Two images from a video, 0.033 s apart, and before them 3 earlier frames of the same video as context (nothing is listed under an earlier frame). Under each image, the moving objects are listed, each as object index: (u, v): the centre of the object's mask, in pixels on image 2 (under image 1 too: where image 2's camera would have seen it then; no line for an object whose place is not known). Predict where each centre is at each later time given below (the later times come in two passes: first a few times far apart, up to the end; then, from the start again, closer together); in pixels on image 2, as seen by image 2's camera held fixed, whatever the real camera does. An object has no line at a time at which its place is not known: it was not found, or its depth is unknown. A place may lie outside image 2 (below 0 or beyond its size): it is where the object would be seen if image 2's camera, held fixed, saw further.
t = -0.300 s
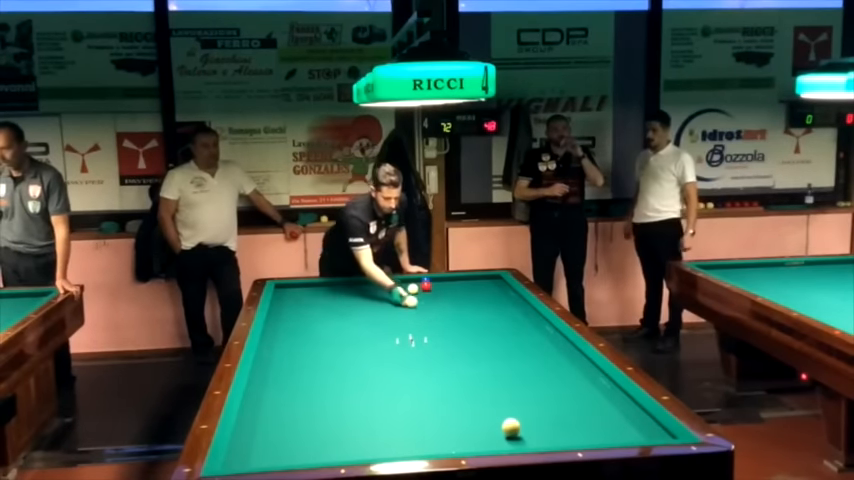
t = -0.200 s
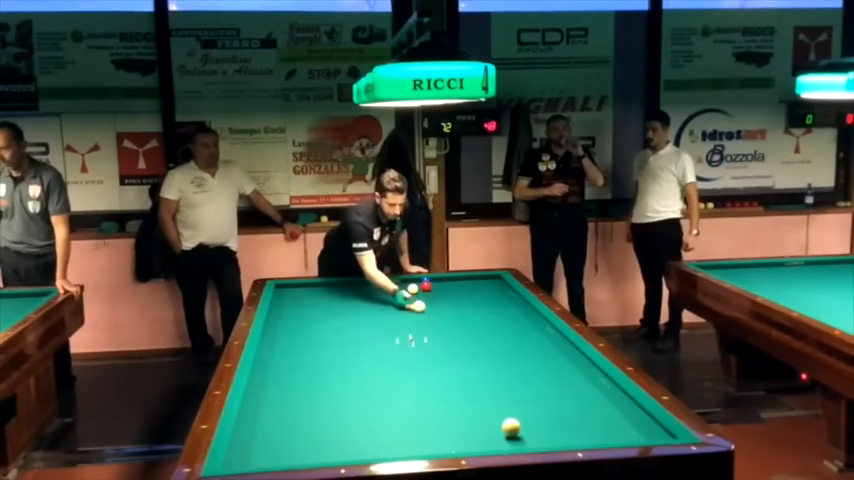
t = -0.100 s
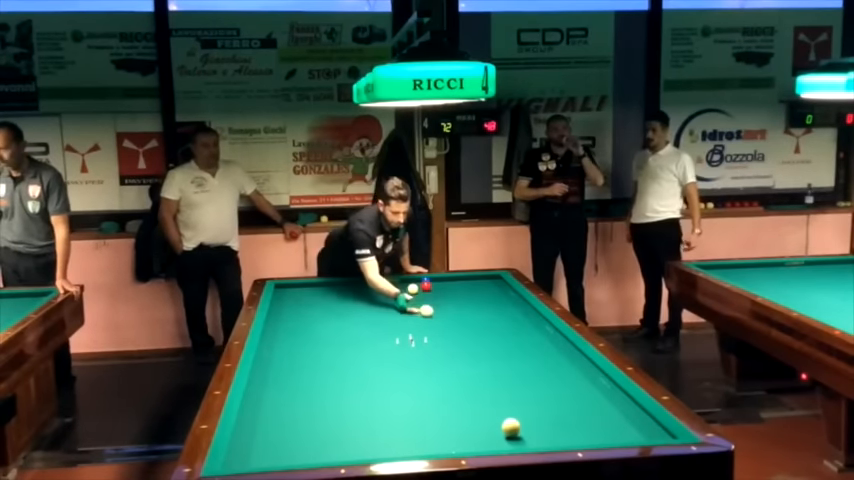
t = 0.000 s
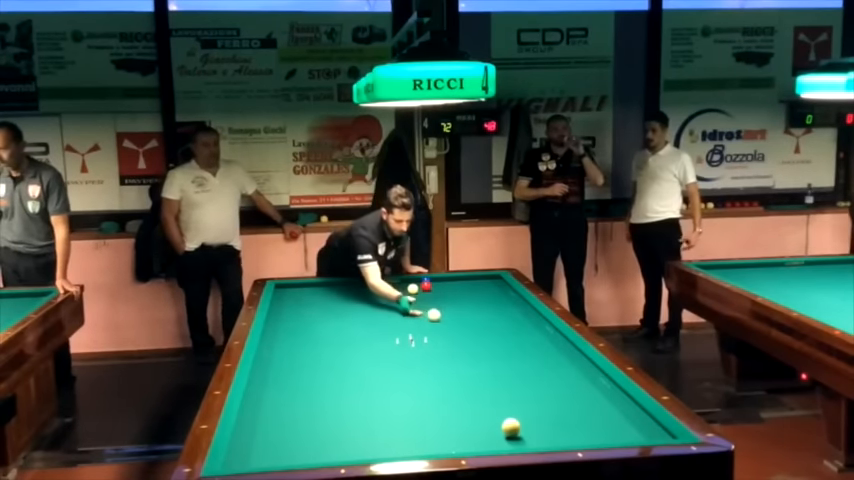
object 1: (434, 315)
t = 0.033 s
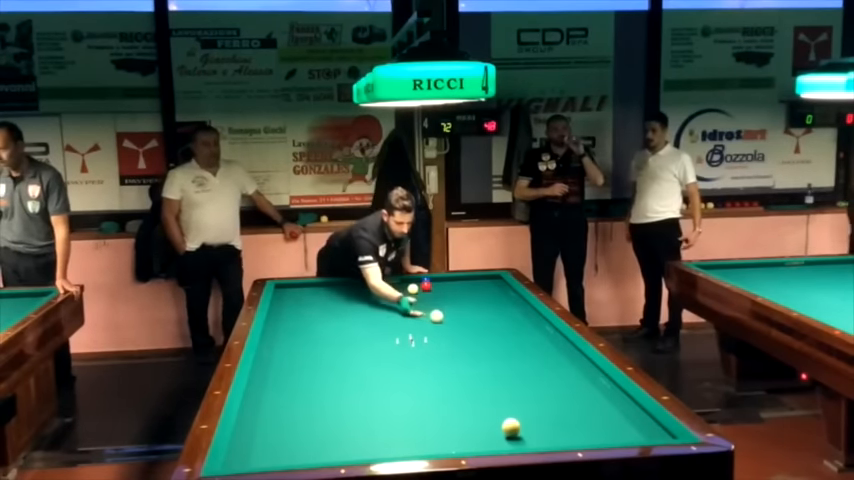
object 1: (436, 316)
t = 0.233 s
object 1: (452, 325)
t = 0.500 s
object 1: (476, 338)
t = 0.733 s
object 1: (499, 351)
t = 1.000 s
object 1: (528, 367)
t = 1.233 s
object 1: (556, 383)
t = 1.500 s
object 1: (594, 404)
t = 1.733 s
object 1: (631, 426)
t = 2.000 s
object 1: (650, 427)
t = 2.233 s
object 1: (638, 414)
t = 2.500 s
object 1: (621, 403)
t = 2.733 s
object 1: (607, 394)
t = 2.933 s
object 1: (596, 387)
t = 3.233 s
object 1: (581, 377)
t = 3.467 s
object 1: (570, 370)
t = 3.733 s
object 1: (558, 362)
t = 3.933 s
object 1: (550, 355)
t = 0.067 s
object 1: (439, 318)
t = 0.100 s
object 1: (442, 319)
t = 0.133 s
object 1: (444, 321)
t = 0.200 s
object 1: (450, 324)
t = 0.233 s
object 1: (452, 325)
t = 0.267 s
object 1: (455, 327)
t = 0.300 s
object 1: (458, 328)
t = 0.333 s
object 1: (461, 330)
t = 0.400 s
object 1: (467, 333)
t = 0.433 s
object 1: (470, 334)
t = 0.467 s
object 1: (473, 336)
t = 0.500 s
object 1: (476, 338)
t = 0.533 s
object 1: (479, 340)
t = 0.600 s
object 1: (485, 343)
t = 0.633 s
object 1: (488, 345)
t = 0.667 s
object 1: (492, 347)
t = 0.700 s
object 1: (495, 349)
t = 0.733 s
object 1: (499, 351)
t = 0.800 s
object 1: (506, 355)
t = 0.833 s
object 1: (509, 356)
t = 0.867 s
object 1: (513, 359)
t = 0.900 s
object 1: (517, 361)
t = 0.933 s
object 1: (520, 363)
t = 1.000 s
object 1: (528, 367)
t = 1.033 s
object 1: (532, 369)
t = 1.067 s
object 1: (536, 371)
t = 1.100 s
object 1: (540, 373)
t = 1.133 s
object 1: (544, 376)
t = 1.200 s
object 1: (552, 381)
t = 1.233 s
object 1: (556, 383)
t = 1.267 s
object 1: (561, 386)
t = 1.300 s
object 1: (566, 388)
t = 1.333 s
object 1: (570, 391)
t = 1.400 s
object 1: (579, 396)
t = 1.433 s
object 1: (584, 399)
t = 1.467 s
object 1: (589, 401)
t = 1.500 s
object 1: (594, 404)
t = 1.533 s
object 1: (599, 407)
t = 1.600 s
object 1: (609, 413)
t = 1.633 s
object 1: (615, 416)
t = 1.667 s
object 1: (620, 419)
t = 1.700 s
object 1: (626, 422)
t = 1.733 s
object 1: (631, 426)
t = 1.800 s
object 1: (643, 431)
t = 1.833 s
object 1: (649, 433)
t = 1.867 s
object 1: (654, 435)
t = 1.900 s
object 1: (653, 433)
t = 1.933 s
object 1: (652, 431)
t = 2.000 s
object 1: (650, 427)
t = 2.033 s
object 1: (649, 425)
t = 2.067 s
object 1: (649, 422)
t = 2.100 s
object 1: (647, 420)
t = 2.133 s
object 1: (645, 419)
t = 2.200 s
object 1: (640, 415)
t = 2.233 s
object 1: (638, 414)
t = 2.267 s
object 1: (636, 413)
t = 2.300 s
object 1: (633, 411)
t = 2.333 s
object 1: (631, 410)
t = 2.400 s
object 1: (627, 407)
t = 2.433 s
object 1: (625, 405)
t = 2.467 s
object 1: (623, 404)
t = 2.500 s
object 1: (621, 403)
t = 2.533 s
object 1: (619, 401)
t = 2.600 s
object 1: (615, 398)
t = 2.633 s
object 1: (613, 397)
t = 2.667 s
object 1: (611, 396)
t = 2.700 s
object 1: (609, 395)
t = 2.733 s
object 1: (607, 394)
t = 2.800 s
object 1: (603, 391)
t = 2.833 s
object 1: (601, 390)
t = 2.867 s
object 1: (599, 389)
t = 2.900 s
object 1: (598, 388)
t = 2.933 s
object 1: (596, 387)
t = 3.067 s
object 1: (591, 383)
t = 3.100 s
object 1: (587, 381)
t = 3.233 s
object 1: (581, 377)
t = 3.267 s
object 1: (579, 376)
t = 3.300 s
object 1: (578, 375)
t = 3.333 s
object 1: (576, 374)
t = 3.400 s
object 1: (573, 372)
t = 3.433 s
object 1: (571, 371)
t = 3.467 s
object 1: (570, 370)
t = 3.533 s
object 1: (567, 368)
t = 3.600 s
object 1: (564, 366)
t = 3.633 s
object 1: (563, 365)
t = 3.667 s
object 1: (561, 364)
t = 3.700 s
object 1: (560, 363)
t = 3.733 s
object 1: (558, 362)
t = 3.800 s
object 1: (556, 360)
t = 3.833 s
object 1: (554, 361)
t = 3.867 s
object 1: (553, 358)
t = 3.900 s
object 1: (551, 359)
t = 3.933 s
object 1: (550, 355)
